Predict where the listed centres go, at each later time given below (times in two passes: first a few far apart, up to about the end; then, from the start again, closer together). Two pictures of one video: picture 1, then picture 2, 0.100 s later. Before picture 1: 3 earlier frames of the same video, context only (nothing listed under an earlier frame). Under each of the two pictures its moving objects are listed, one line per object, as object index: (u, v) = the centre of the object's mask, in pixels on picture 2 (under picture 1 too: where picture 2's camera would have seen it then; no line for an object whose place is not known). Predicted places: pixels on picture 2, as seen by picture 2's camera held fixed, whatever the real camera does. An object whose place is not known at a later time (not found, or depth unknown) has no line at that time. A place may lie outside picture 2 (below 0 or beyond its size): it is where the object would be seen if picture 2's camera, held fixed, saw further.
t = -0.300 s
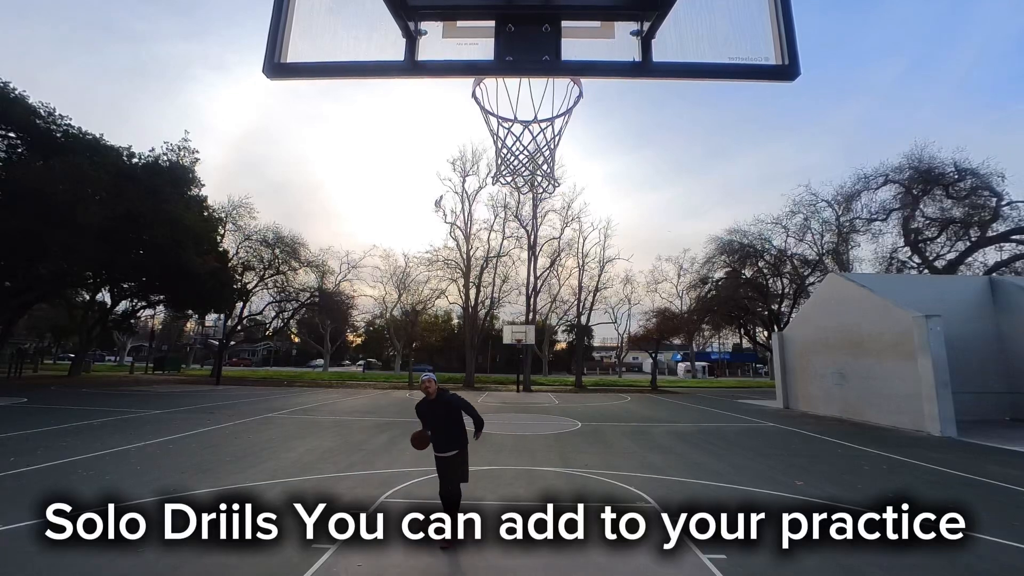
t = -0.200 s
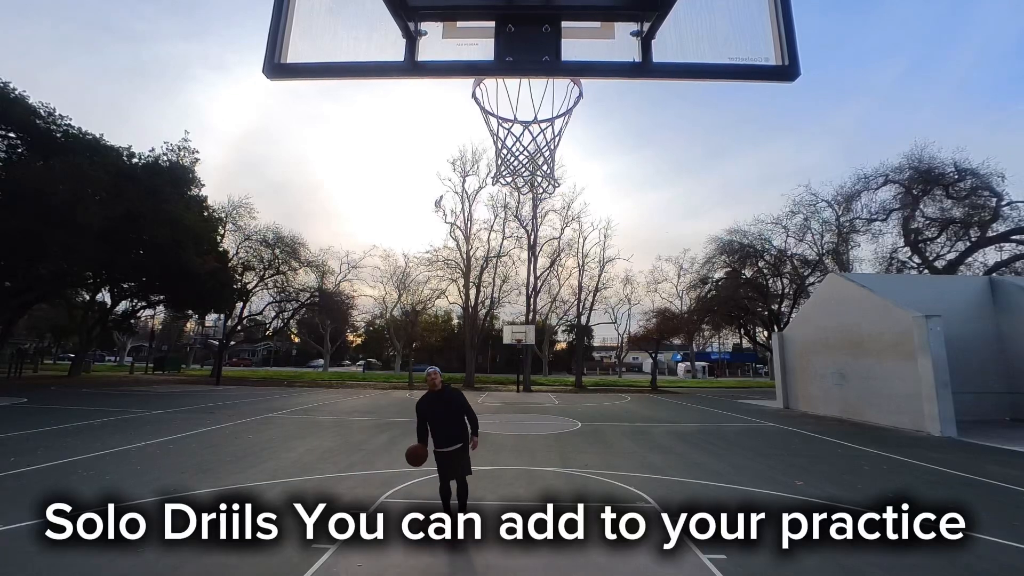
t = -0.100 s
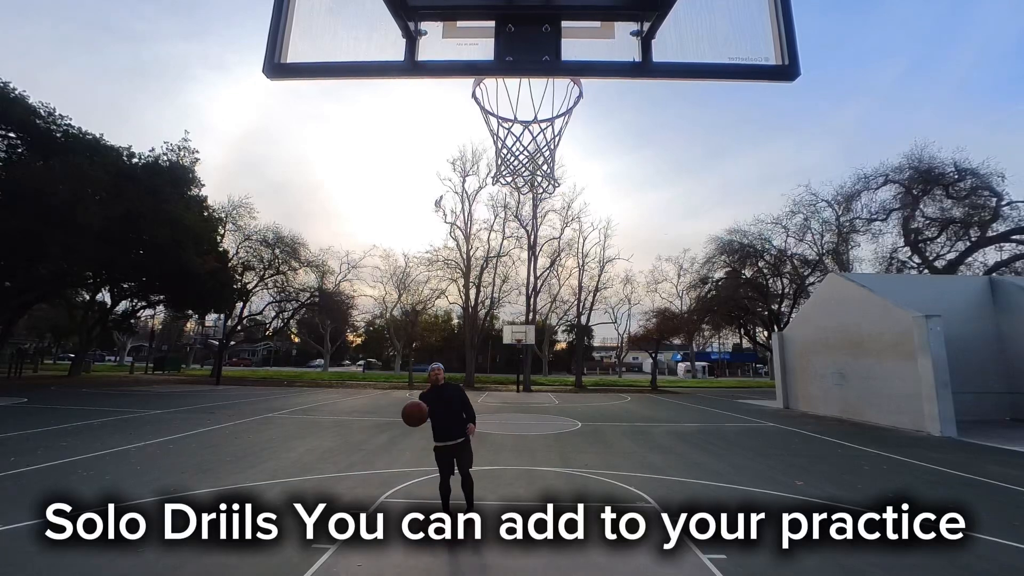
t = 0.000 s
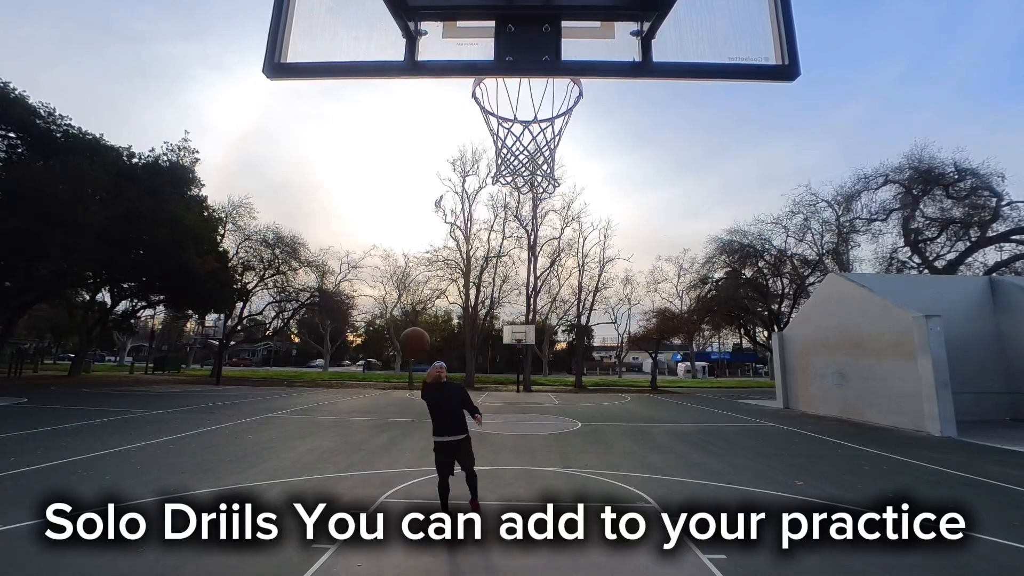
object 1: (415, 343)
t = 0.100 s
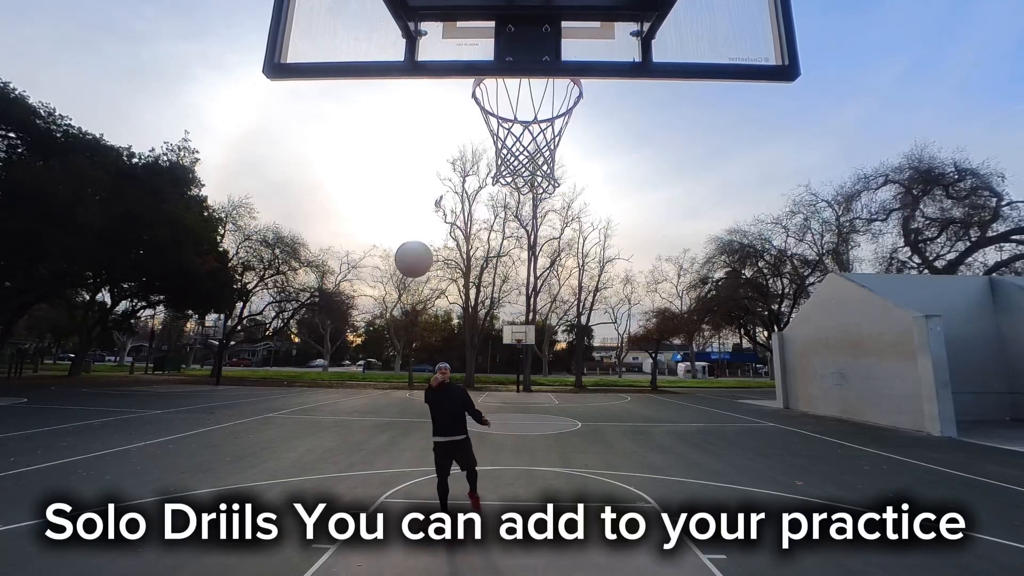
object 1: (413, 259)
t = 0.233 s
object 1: (410, 102)
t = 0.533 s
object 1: (487, 139)
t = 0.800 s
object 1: (517, 238)
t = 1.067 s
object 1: (533, 340)
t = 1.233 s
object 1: (540, 406)
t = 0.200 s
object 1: (411, 147)
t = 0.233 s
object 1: (410, 102)
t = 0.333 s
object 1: (437, 81)
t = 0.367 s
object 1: (449, 86)
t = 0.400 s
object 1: (457, 93)
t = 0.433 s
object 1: (463, 101)
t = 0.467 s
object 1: (475, 113)
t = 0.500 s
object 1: (480, 126)
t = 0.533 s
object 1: (487, 139)
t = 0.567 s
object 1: (488, 150)
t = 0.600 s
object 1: (489, 163)
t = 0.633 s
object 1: (492, 178)
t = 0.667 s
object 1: (503, 192)
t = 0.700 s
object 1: (508, 200)
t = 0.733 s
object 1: (511, 213)
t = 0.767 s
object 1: (514, 225)
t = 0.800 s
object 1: (517, 238)
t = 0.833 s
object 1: (519, 250)
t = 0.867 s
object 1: (521, 263)
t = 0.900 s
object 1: (523, 275)
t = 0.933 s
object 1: (526, 288)
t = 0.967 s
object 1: (528, 301)
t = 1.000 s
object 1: (529, 314)
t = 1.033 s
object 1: (530, 327)
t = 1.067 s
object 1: (533, 340)
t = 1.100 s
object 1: (534, 352)
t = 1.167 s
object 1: (538, 379)
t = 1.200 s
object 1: (539, 392)
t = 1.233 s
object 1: (540, 406)
